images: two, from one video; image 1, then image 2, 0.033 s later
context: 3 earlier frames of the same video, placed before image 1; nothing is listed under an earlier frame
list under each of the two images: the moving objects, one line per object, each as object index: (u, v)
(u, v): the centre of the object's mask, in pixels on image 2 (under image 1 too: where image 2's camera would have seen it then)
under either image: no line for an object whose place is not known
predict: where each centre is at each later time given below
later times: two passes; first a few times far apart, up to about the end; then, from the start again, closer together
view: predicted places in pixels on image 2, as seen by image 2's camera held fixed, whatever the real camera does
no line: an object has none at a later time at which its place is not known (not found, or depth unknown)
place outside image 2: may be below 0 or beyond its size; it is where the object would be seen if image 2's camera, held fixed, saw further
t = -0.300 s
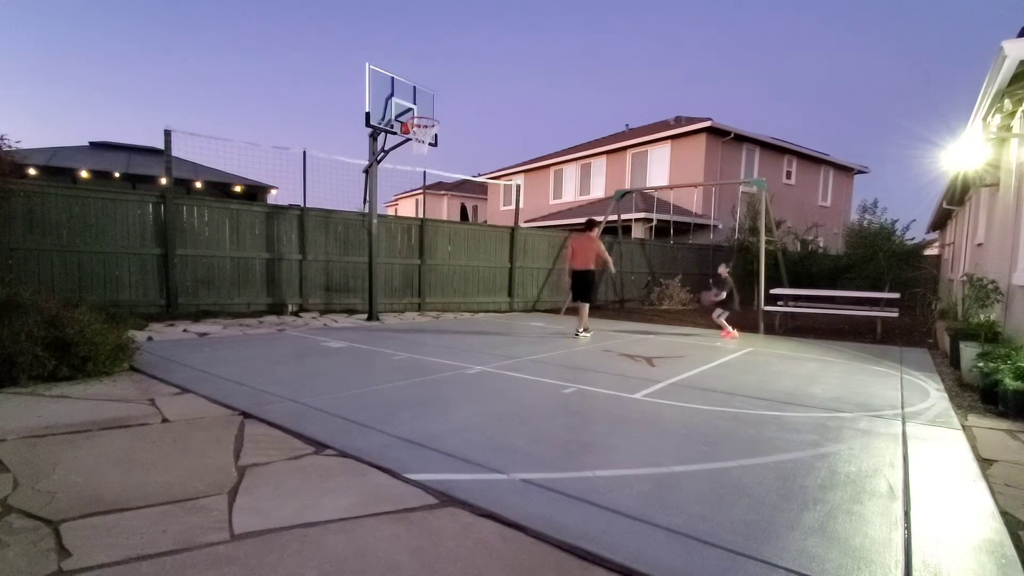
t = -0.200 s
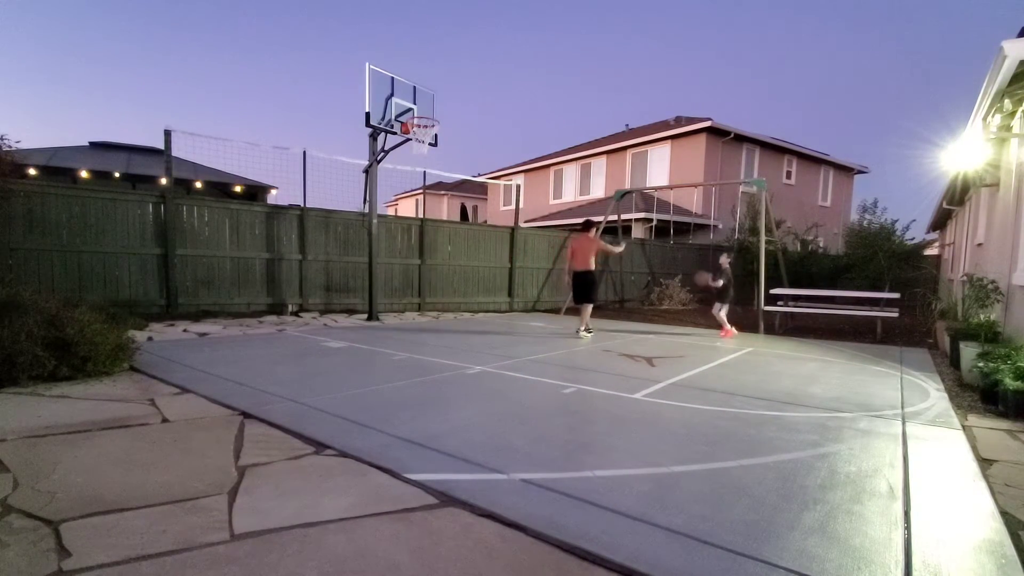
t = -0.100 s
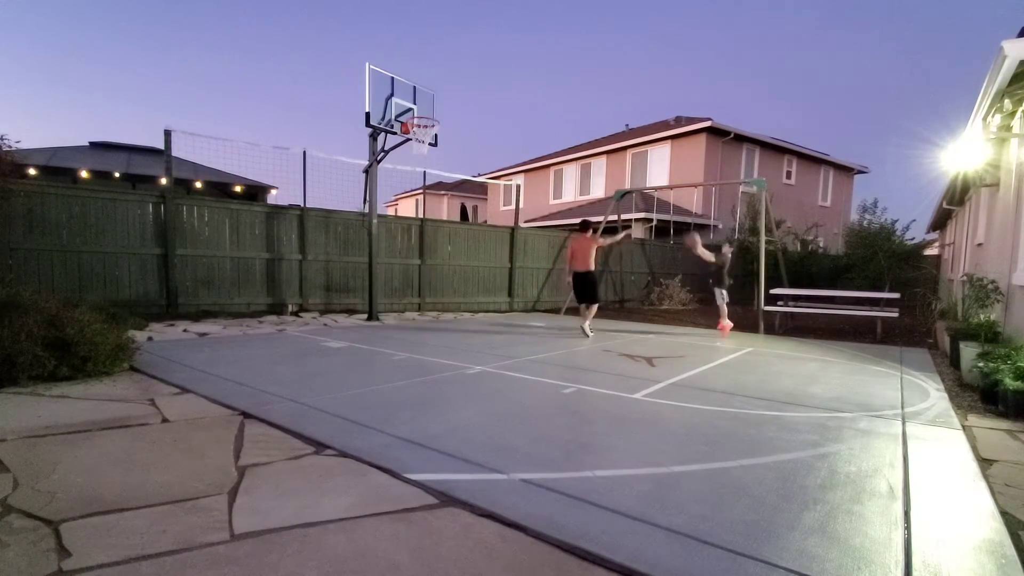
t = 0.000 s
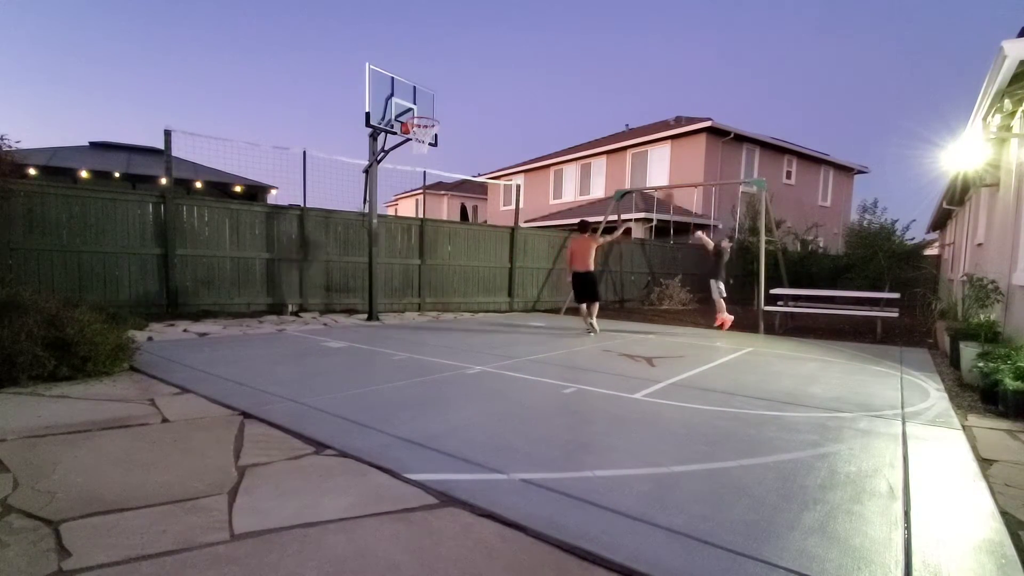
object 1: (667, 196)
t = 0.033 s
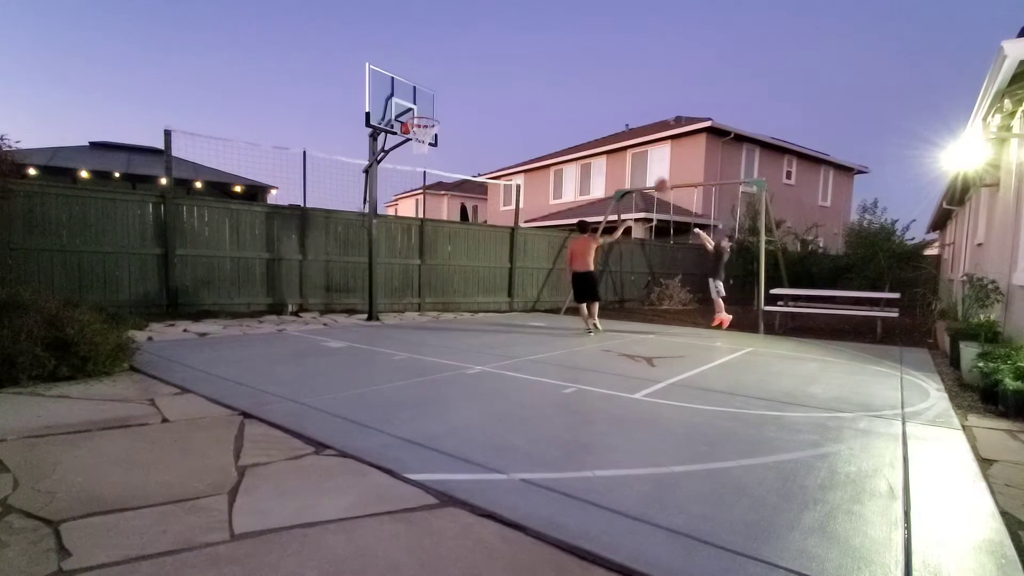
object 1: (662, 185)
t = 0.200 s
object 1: (623, 129)
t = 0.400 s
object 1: (573, 88)
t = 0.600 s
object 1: (523, 73)
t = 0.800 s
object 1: (472, 84)
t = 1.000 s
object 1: (421, 123)
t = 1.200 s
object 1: (404, 147)
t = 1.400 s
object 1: (398, 187)
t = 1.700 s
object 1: (387, 293)
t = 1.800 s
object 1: (390, 305)
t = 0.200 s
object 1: (623, 129)
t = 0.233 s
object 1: (613, 122)
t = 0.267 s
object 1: (606, 113)
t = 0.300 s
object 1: (598, 106)
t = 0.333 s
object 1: (590, 99)
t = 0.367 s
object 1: (581, 94)
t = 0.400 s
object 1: (573, 88)
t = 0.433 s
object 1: (565, 84)
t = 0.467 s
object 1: (556, 80)
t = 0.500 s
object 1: (548, 77)
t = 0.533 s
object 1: (540, 75)
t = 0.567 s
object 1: (531, 73)
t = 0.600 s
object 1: (523, 73)
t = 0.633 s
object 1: (514, 73)
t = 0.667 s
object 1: (506, 73)
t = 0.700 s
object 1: (497, 75)
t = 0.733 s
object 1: (489, 77)
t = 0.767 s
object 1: (480, 80)
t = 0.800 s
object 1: (472, 84)
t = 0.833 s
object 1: (463, 89)
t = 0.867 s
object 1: (455, 94)
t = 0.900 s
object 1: (446, 100)
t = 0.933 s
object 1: (438, 107)
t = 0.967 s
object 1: (430, 114)
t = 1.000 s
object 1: (421, 123)
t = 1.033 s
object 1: (411, 130)
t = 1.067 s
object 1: (409, 133)
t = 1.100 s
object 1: (408, 134)
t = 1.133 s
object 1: (406, 140)
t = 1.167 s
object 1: (405, 143)
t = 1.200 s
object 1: (404, 147)
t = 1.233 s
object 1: (403, 152)
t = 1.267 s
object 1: (402, 157)
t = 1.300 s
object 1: (401, 163)
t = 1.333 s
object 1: (400, 170)
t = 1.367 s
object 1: (399, 178)
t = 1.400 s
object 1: (398, 187)
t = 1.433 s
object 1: (396, 195)
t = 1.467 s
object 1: (395, 206)
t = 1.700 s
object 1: (387, 293)
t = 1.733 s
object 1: (383, 310)
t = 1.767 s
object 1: (384, 313)
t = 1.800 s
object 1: (390, 305)
